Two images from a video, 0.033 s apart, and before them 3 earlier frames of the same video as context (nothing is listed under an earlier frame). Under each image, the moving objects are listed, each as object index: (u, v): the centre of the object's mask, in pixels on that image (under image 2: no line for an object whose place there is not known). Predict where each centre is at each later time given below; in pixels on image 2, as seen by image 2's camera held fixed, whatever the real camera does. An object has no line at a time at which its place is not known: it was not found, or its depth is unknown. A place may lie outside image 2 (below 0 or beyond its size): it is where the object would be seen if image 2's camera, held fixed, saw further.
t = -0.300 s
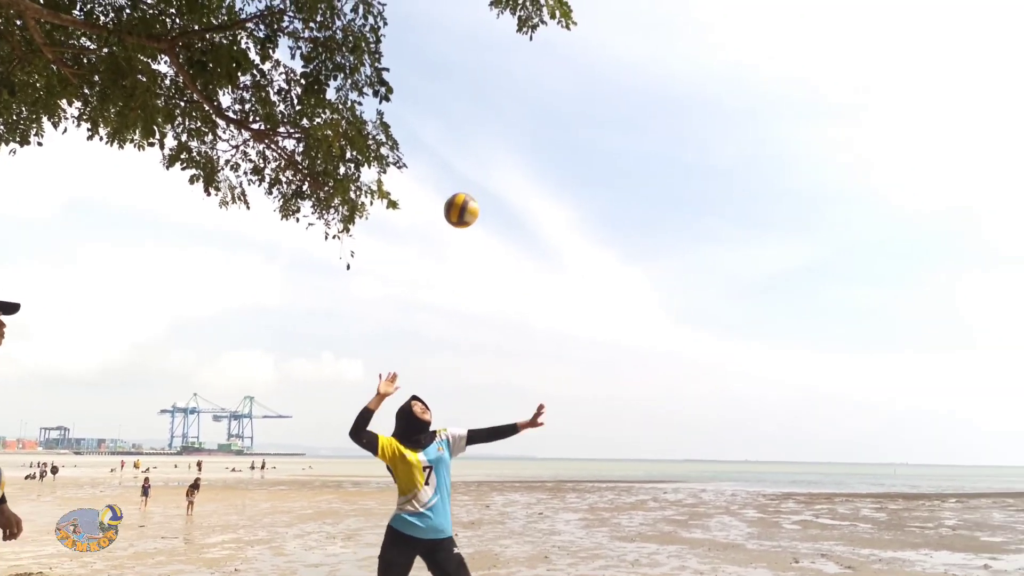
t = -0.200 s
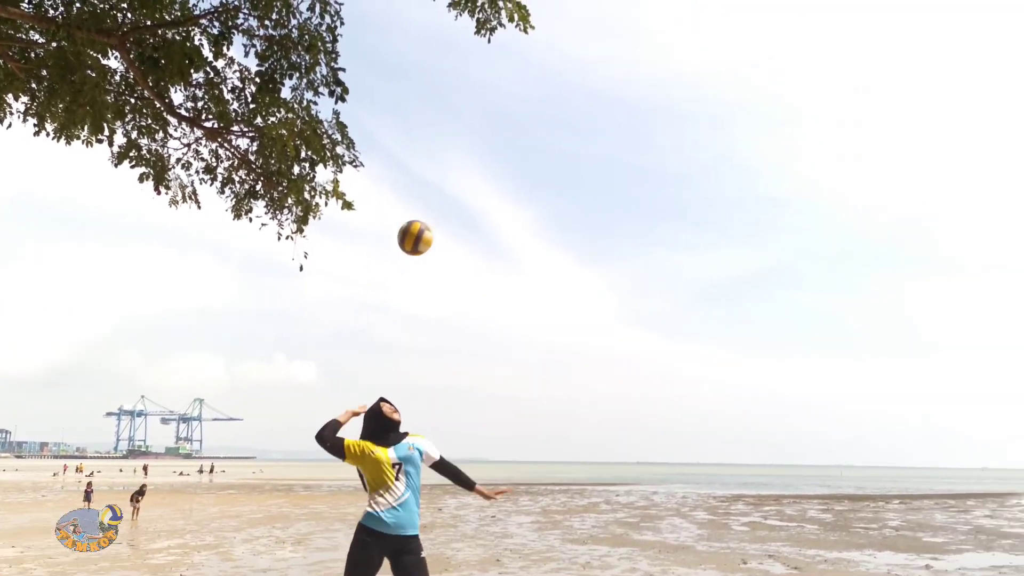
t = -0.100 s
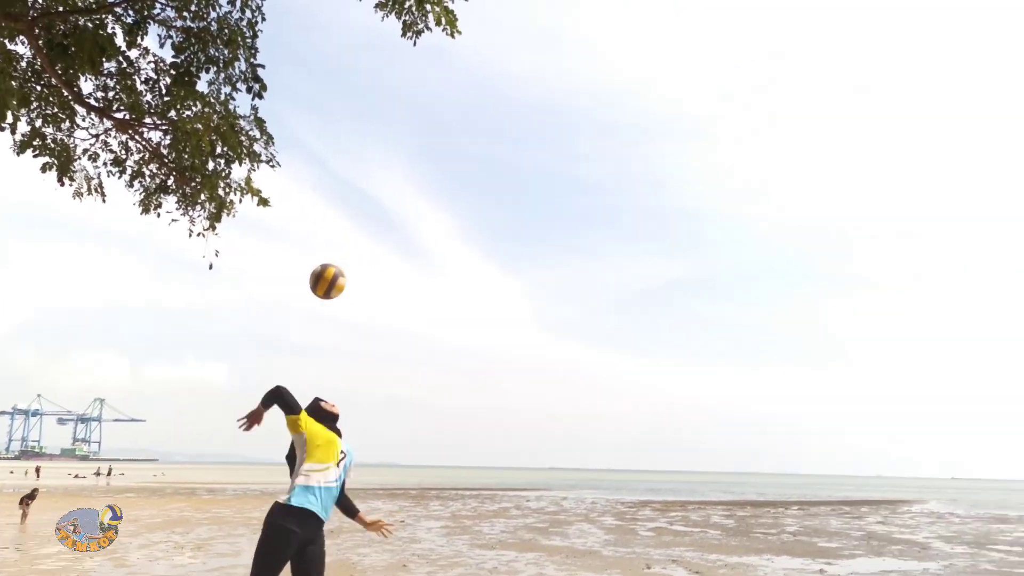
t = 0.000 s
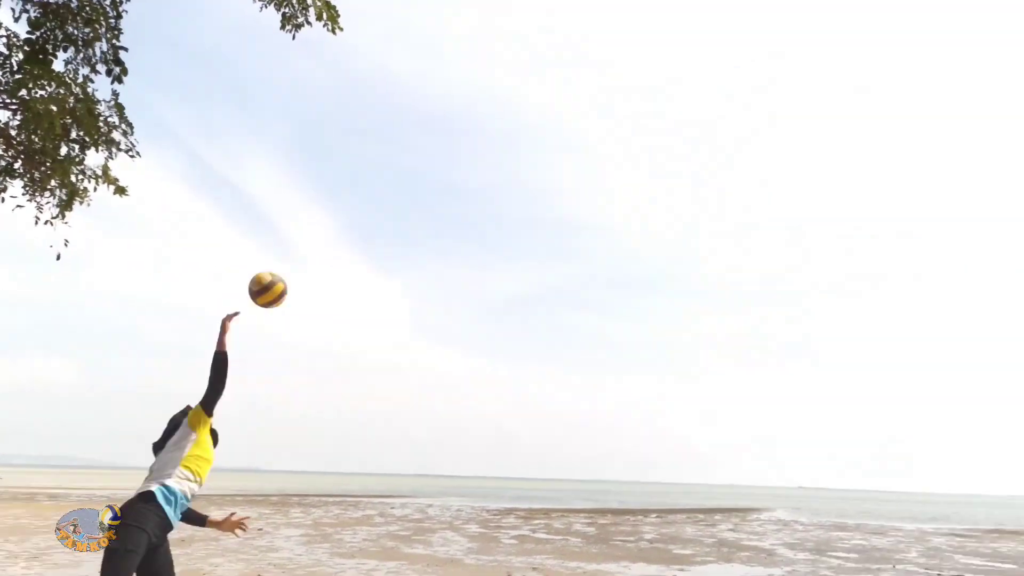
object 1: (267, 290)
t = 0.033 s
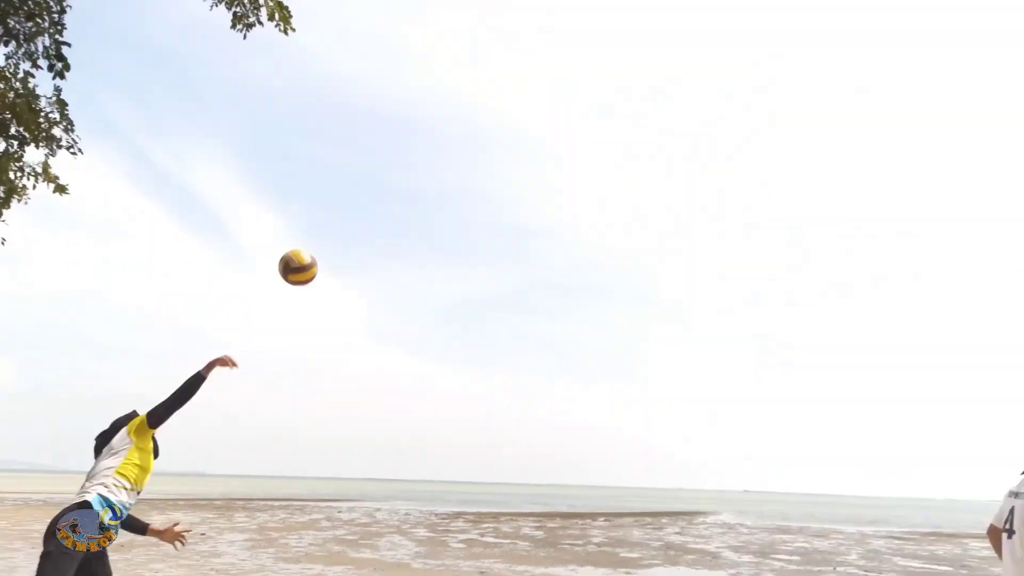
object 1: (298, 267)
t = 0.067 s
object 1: (368, 250)
